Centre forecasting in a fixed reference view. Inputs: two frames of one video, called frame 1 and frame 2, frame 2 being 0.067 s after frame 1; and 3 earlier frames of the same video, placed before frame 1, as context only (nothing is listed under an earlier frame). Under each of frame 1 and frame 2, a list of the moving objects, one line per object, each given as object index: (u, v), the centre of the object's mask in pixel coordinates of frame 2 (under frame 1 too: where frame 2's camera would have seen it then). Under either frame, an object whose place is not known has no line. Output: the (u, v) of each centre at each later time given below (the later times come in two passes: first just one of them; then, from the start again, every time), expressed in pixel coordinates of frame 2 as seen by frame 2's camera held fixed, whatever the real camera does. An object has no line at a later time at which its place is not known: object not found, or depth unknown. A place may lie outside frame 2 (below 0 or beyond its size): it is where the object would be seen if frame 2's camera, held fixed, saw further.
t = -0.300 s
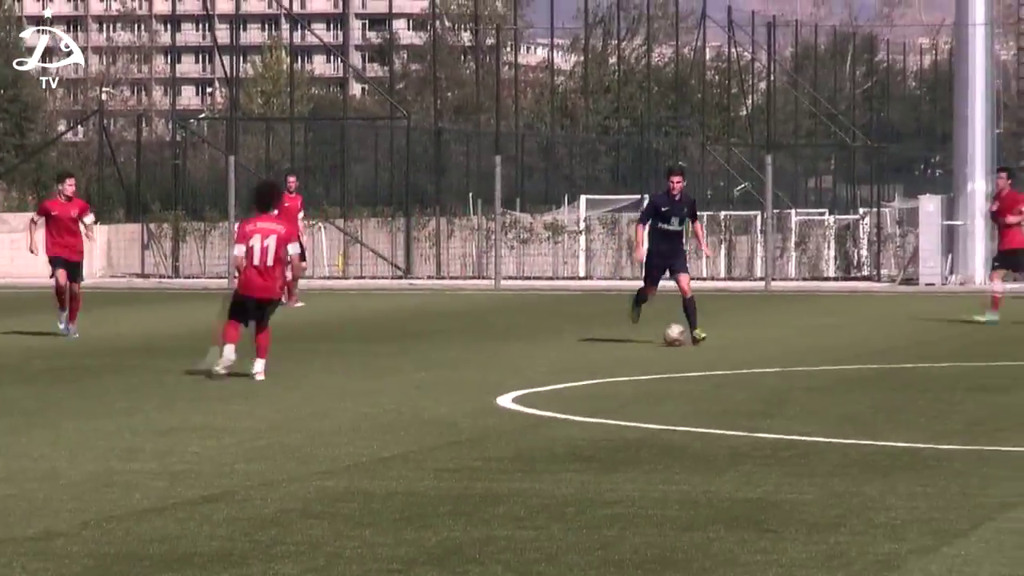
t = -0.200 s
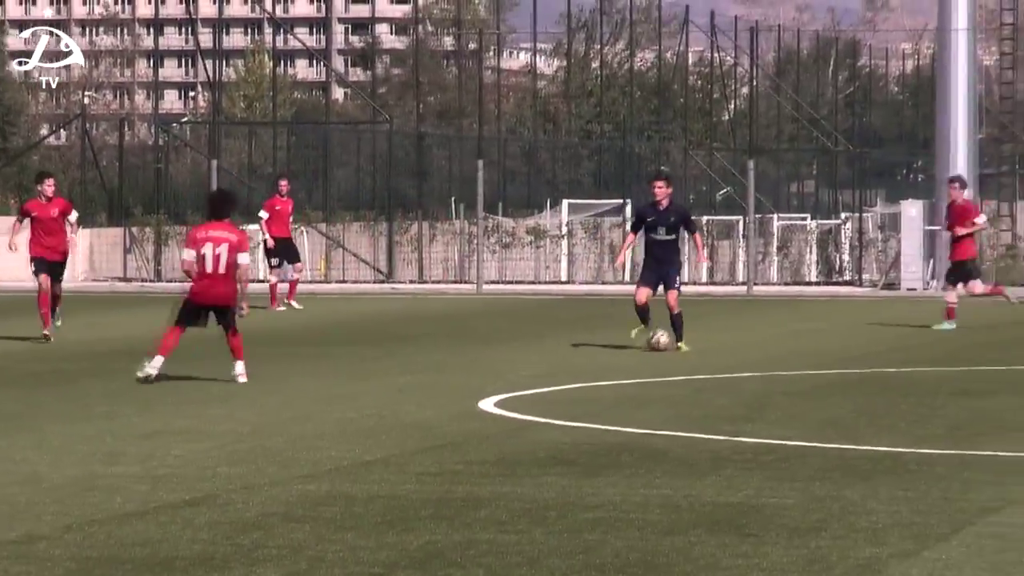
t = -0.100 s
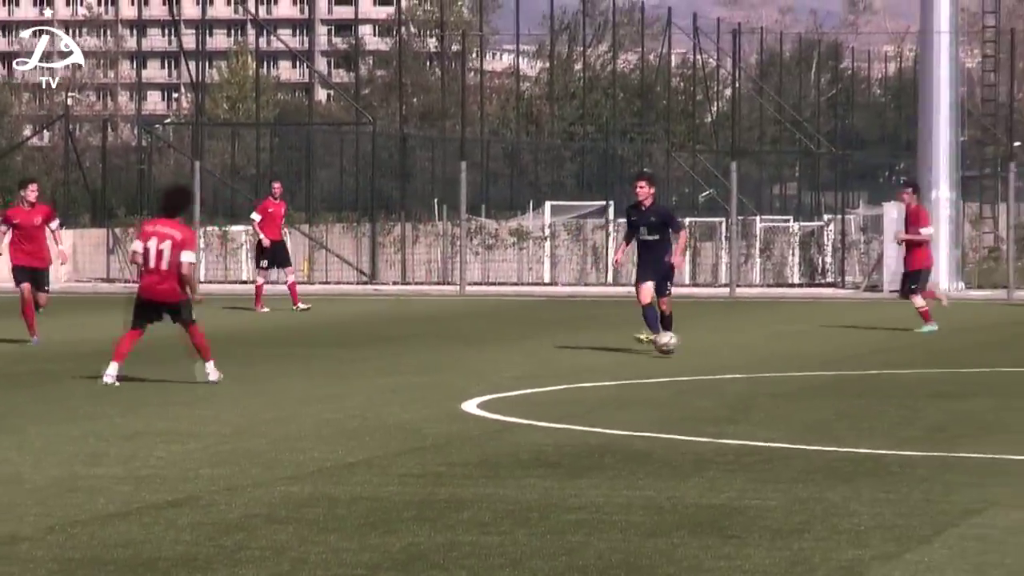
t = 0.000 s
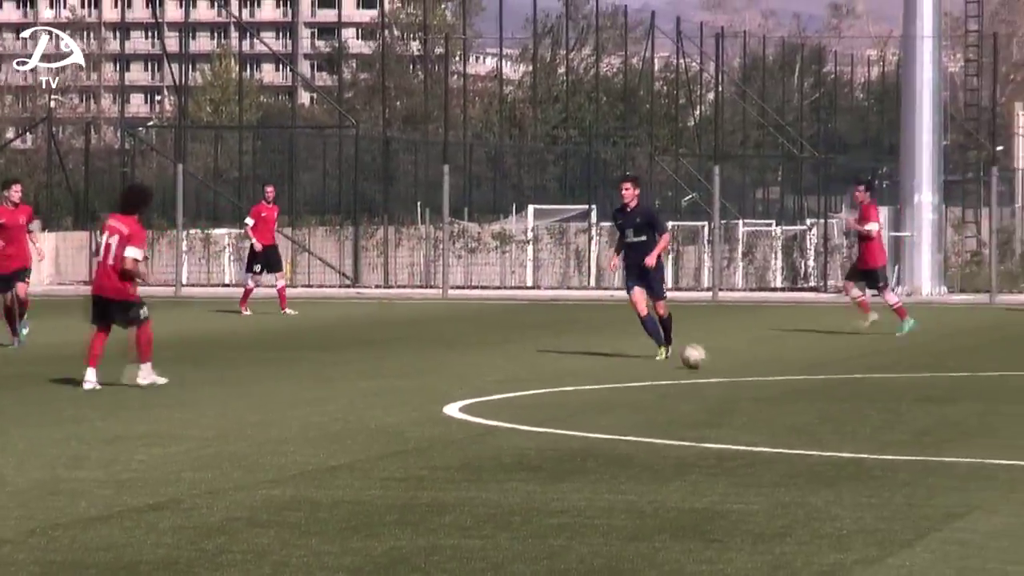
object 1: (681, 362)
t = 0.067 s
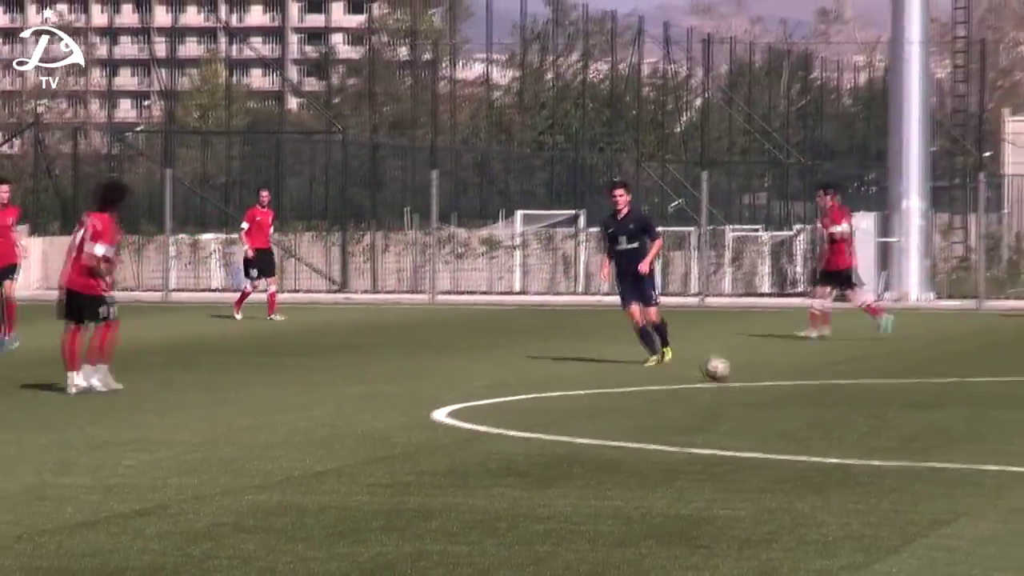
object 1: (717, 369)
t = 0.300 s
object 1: (832, 382)
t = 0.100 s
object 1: (731, 368)
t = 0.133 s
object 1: (748, 369)
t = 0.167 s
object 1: (767, 374)
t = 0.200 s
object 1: (782, 378)
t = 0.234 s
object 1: (801, 377)
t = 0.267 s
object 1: (816, 379)
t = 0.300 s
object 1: (832, 382)
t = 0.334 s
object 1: (853, 385)
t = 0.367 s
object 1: (871, 389)
